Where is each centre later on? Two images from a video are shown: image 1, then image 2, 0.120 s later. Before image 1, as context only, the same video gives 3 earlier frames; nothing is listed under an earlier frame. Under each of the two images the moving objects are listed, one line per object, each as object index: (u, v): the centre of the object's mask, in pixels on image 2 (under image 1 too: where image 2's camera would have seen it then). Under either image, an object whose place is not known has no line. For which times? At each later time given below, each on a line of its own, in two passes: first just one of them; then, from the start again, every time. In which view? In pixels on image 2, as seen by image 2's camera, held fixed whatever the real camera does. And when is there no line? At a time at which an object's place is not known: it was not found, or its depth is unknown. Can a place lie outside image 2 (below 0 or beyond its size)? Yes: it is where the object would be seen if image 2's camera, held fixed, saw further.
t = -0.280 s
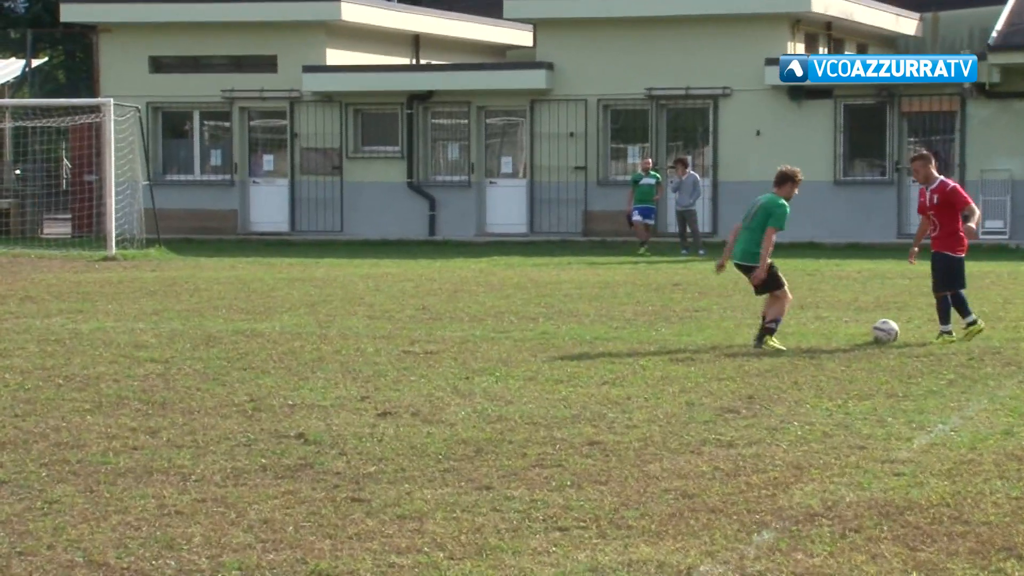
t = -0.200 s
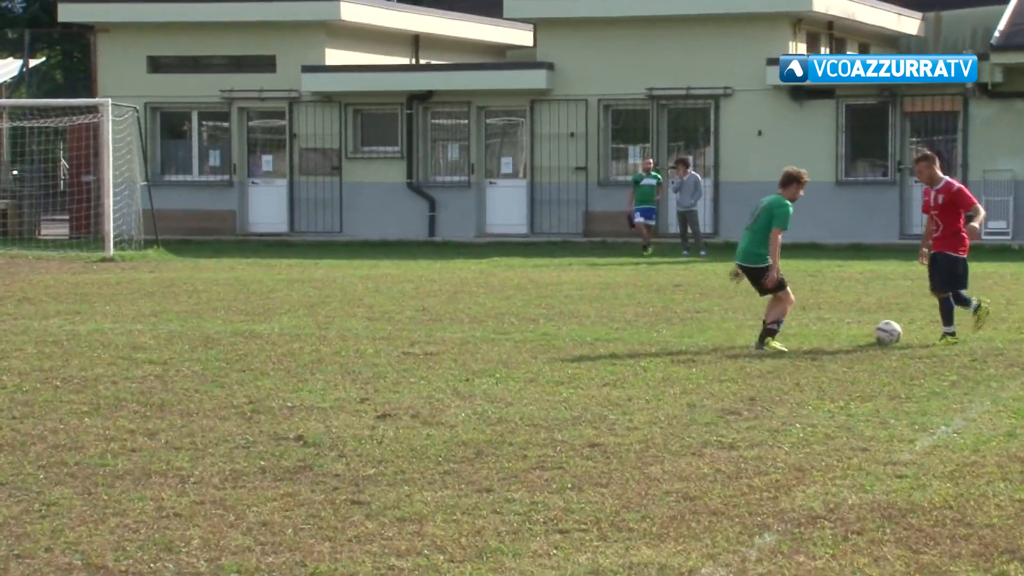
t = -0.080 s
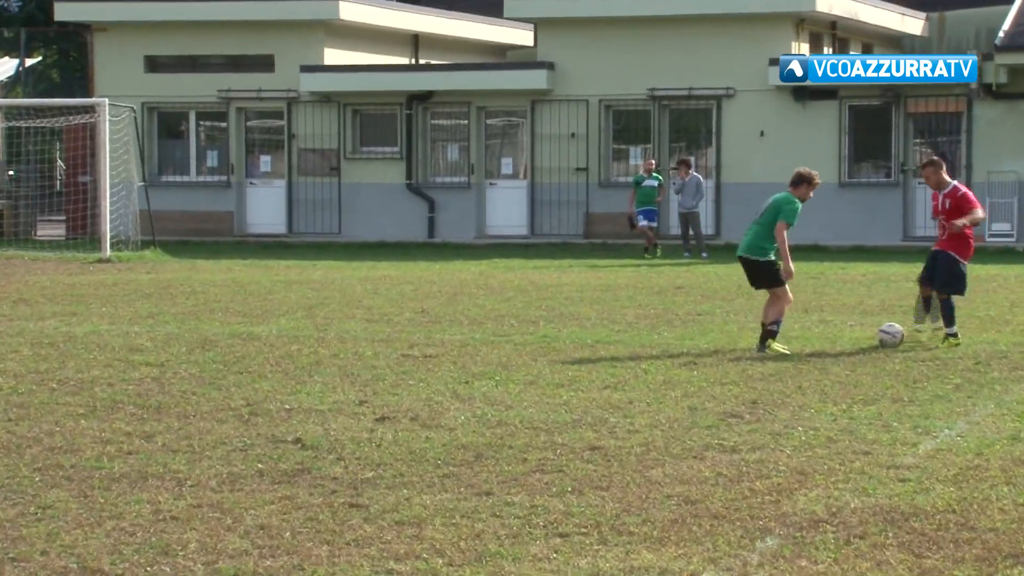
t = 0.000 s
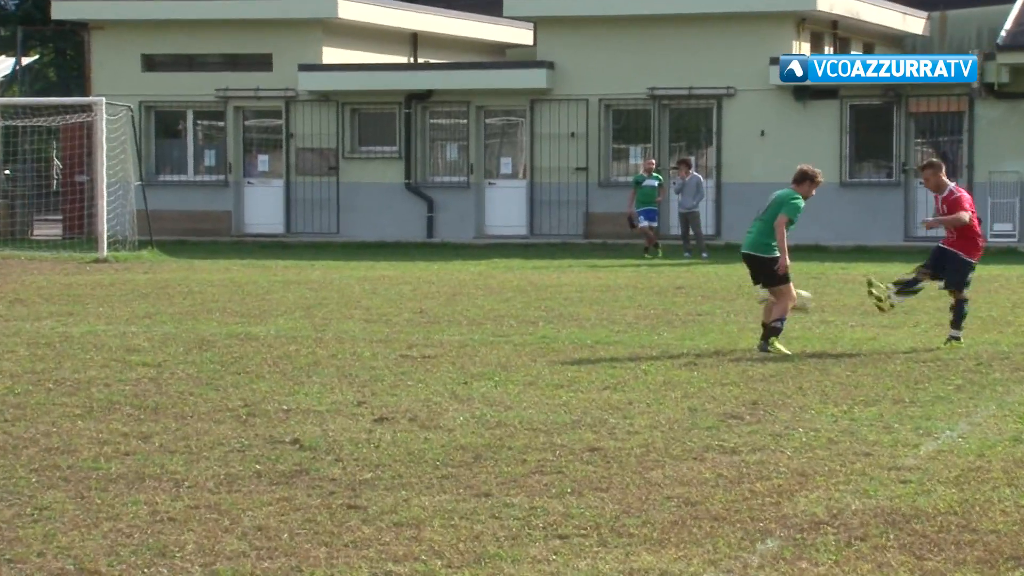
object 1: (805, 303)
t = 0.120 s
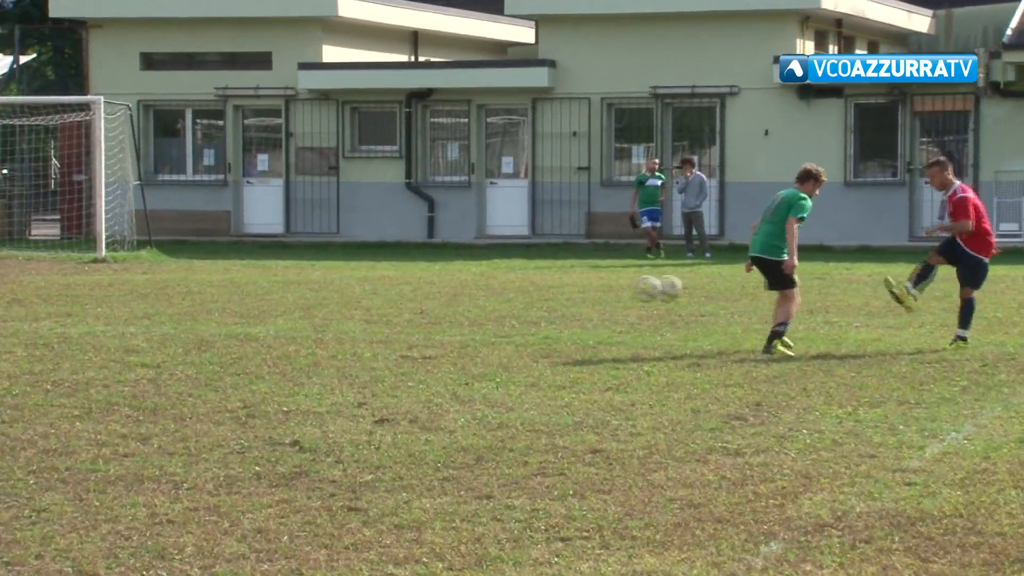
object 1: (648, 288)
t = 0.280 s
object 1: (479, 305)
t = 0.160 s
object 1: (606, 289)
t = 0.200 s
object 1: (564, 293)
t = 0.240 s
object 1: (522, 298)
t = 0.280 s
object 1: (479, 305)
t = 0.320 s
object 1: (437, 315)
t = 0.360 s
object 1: (395, 326)
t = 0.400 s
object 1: (352, 338)
